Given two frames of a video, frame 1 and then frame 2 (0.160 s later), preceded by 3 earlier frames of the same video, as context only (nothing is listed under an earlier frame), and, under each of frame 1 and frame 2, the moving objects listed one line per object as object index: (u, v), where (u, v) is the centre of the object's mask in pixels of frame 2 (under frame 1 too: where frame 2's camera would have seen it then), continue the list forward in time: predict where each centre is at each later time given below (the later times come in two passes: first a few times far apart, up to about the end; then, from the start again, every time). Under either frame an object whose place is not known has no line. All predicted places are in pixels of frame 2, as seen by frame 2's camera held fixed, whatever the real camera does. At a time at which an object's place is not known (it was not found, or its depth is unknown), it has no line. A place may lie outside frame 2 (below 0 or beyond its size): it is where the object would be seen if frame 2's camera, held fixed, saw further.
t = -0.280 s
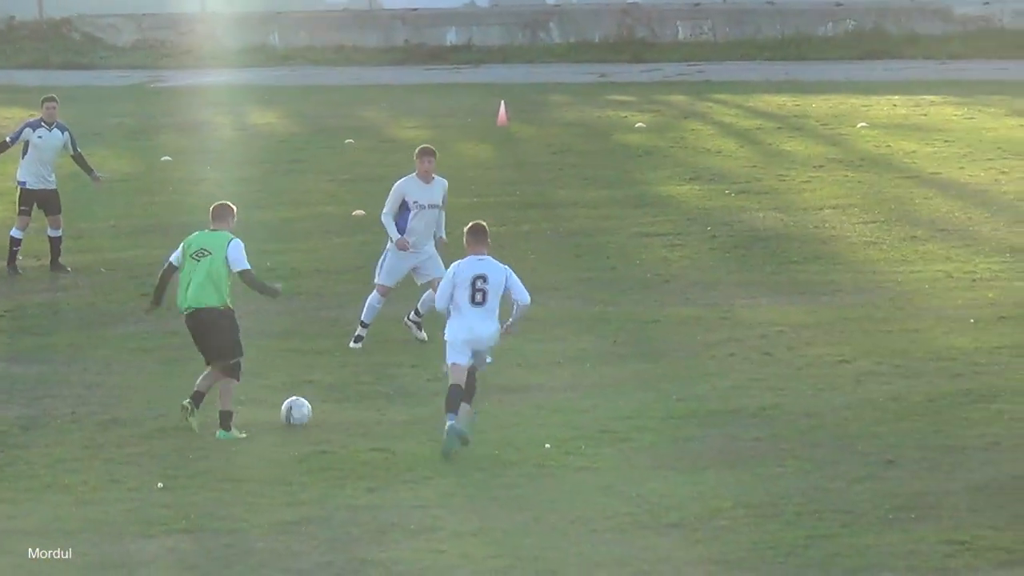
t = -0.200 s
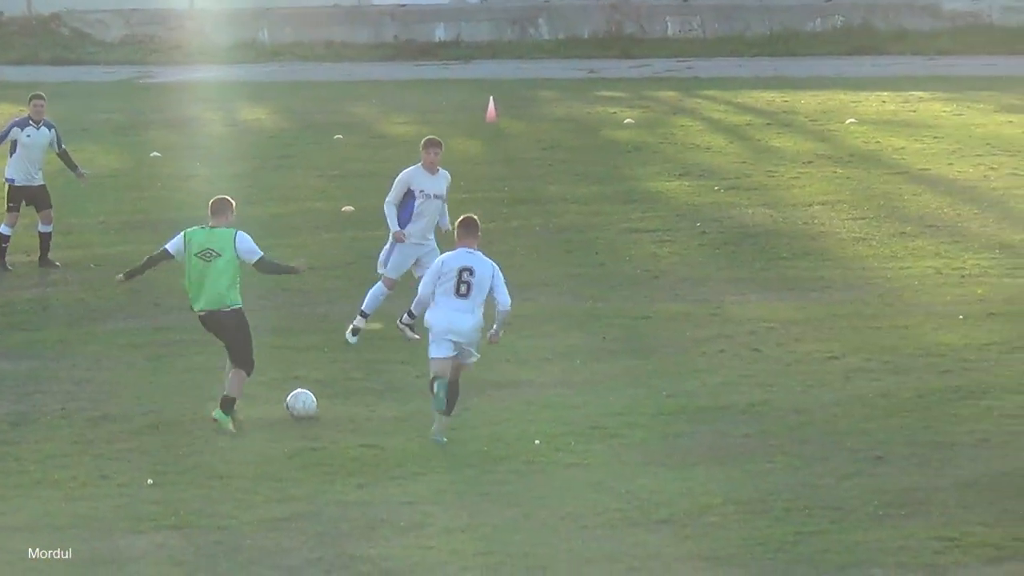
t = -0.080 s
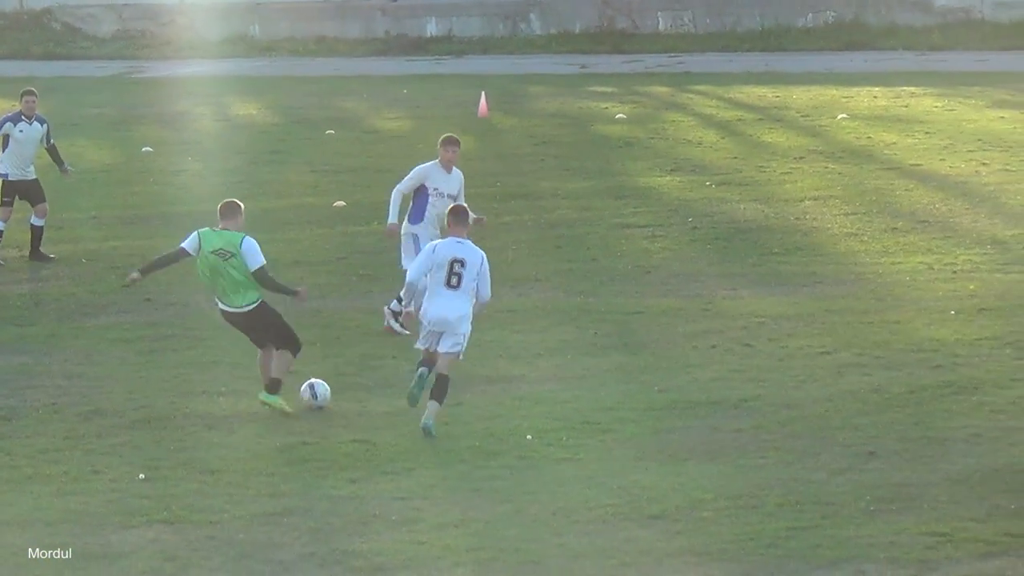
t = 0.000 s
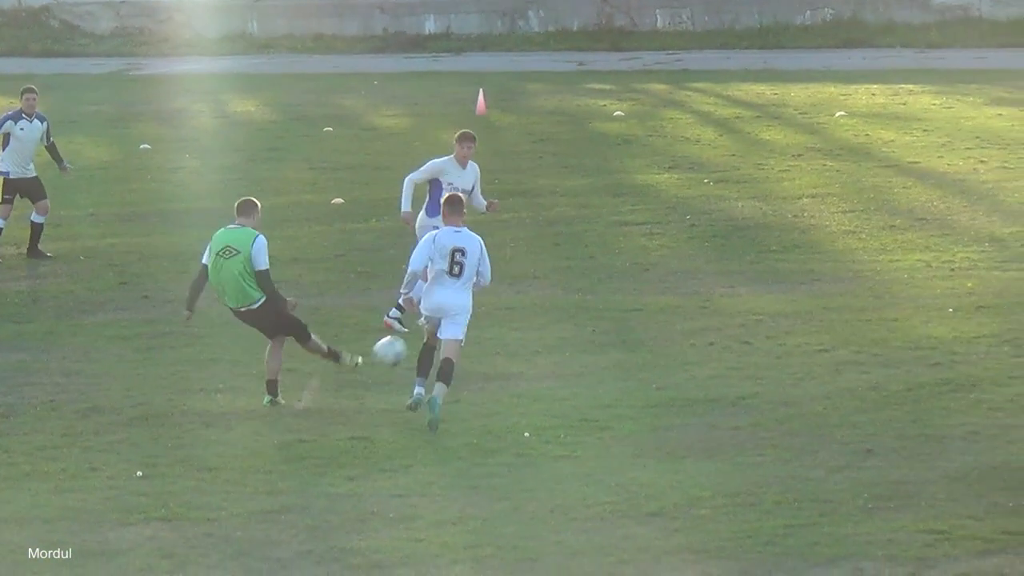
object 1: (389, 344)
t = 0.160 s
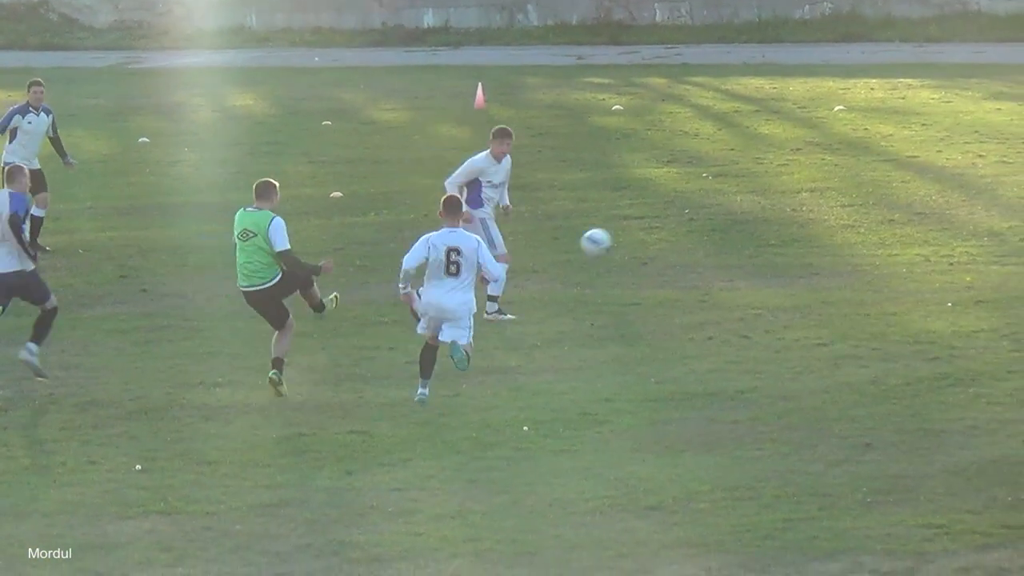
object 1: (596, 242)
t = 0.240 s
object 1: (684, 209)
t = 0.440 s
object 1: (860, 174)
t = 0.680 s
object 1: (1010, 205)
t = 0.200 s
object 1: (641, 223)
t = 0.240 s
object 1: (684, 209)
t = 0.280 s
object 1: (724, 196)
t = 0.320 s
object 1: (760, 188)
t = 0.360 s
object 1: (795, 181)
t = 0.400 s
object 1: (829, 177)
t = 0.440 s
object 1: (860, 174)
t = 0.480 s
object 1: (889, 174)
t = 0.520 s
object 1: (915, 176)
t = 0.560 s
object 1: (943, 181)
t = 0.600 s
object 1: (966, 187)
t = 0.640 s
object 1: (990, 195)
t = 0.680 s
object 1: (1010, 205)
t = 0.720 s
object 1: (1033, 216)
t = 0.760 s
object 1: (1053, 228)
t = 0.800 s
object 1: (1068, 220)
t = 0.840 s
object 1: (1080, 207)
